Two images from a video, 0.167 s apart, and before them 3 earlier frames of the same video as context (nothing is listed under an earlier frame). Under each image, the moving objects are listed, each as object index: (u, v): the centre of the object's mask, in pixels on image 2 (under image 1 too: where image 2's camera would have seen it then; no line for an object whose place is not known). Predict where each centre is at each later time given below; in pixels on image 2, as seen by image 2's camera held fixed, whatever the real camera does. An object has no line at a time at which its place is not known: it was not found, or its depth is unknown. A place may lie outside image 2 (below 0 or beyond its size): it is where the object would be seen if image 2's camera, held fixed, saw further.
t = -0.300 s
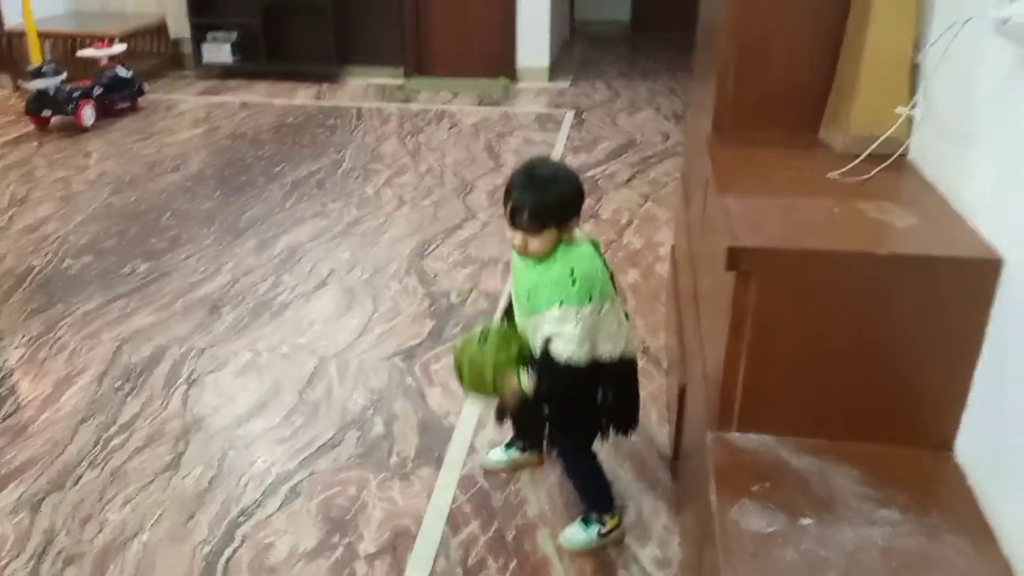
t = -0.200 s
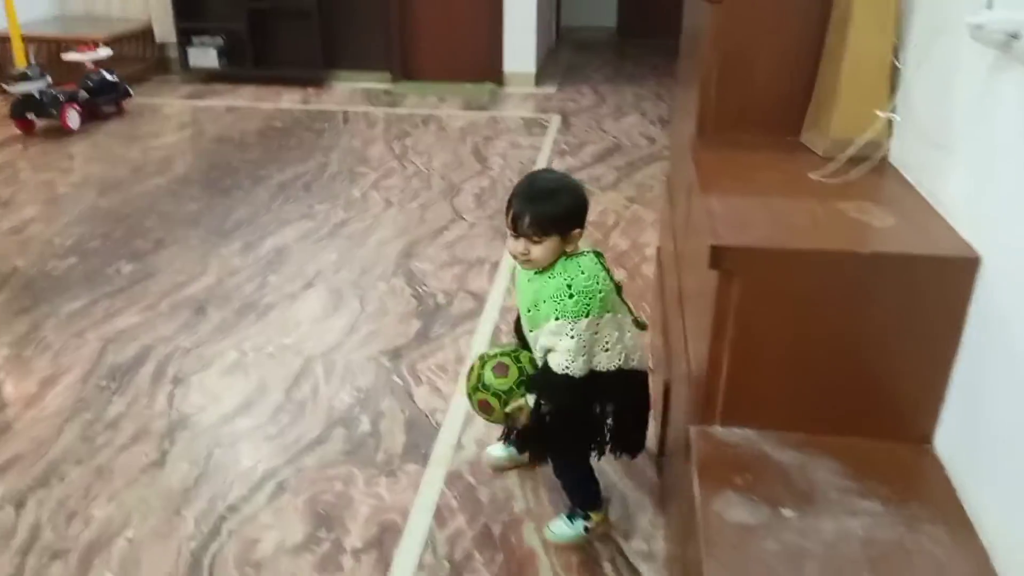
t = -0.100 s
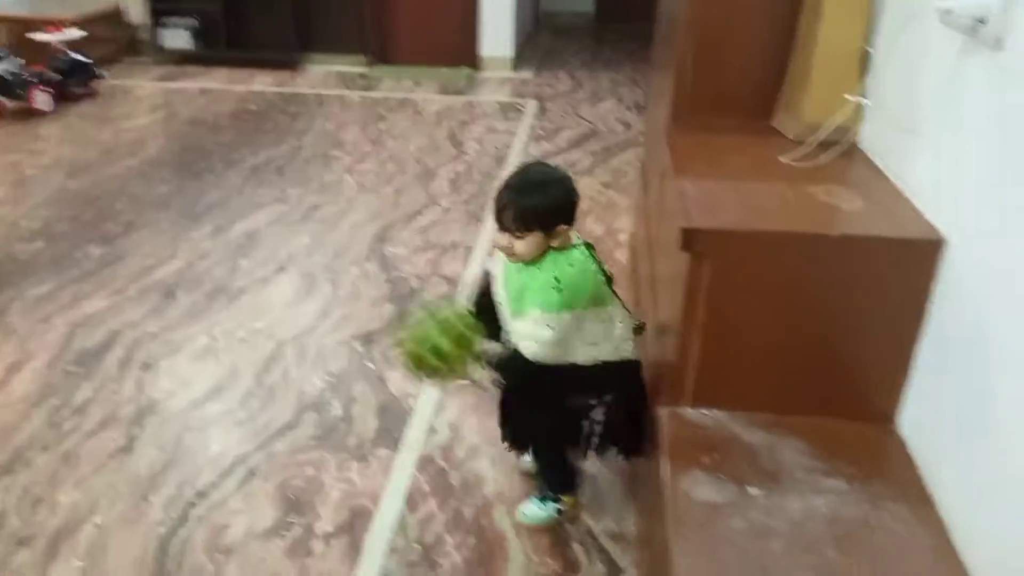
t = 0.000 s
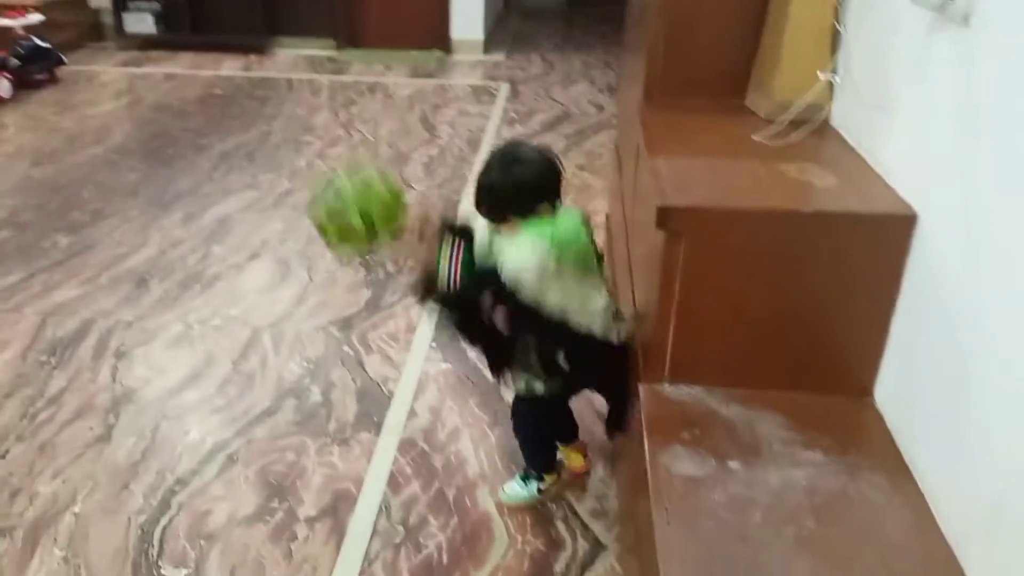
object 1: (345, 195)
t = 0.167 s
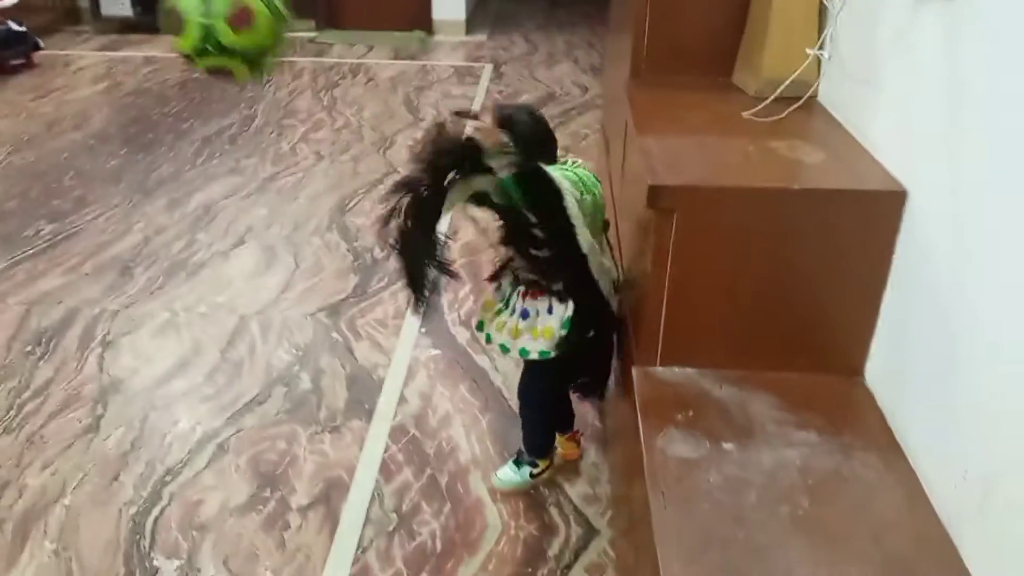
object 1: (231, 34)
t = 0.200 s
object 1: (204, 23)
